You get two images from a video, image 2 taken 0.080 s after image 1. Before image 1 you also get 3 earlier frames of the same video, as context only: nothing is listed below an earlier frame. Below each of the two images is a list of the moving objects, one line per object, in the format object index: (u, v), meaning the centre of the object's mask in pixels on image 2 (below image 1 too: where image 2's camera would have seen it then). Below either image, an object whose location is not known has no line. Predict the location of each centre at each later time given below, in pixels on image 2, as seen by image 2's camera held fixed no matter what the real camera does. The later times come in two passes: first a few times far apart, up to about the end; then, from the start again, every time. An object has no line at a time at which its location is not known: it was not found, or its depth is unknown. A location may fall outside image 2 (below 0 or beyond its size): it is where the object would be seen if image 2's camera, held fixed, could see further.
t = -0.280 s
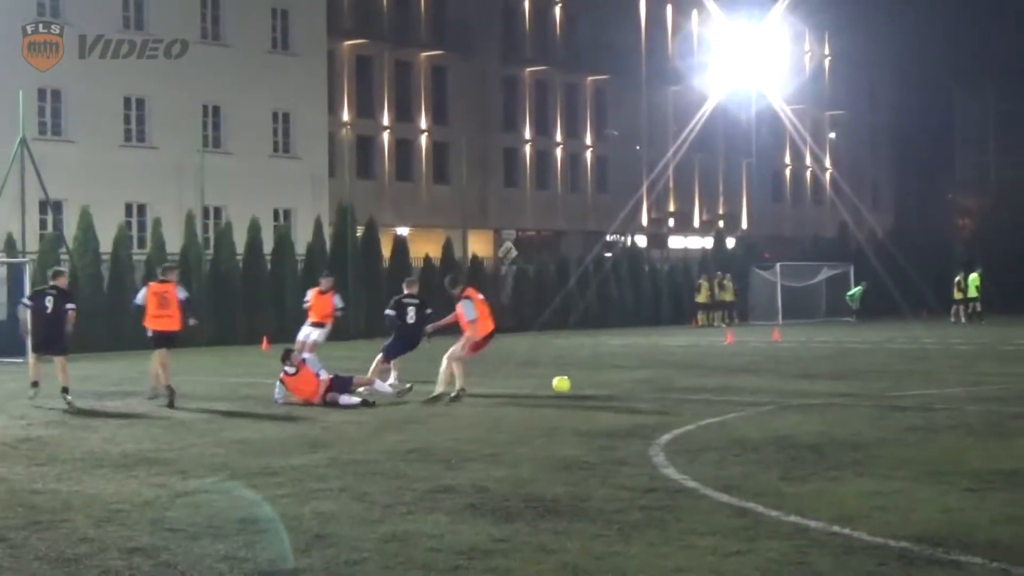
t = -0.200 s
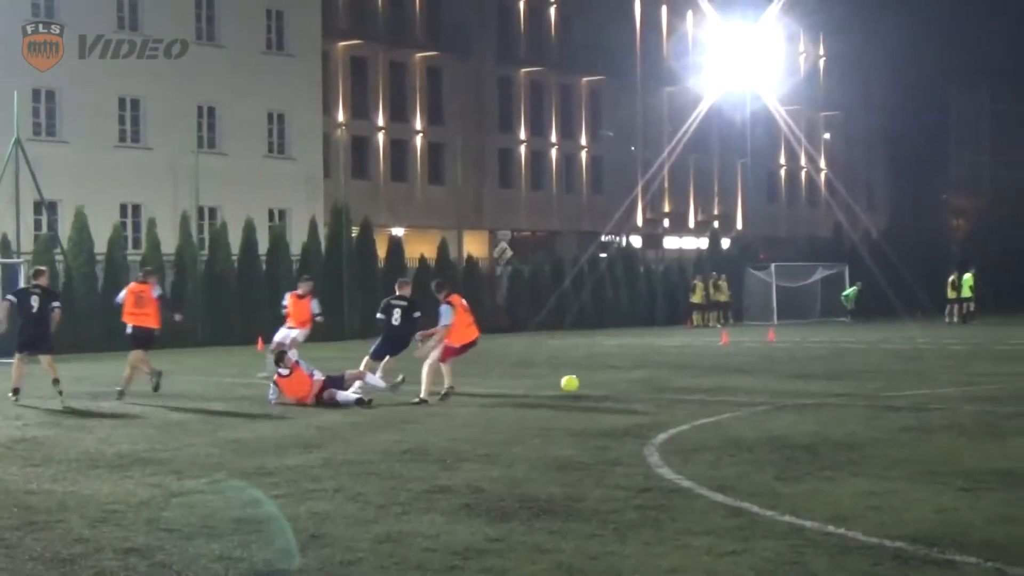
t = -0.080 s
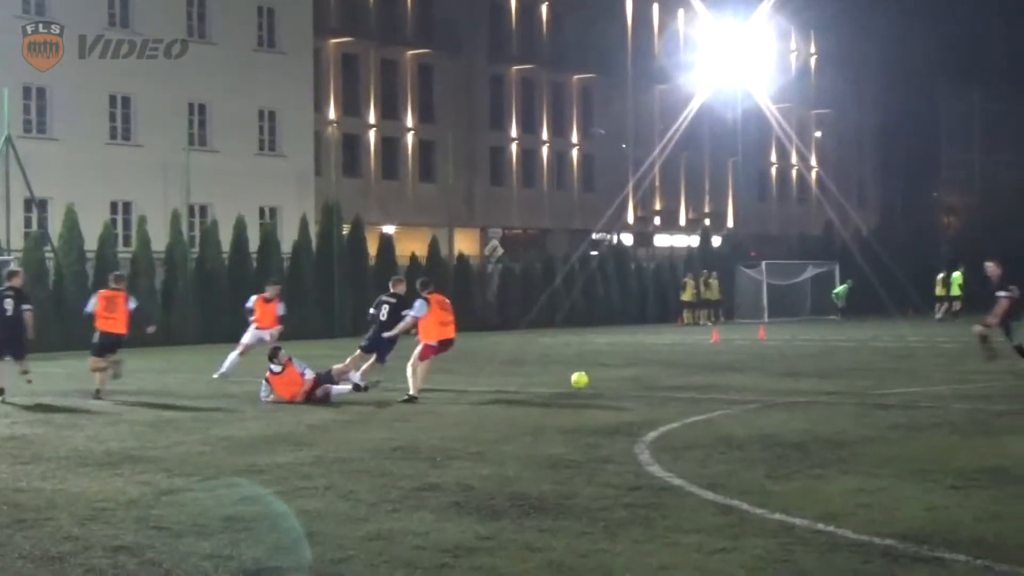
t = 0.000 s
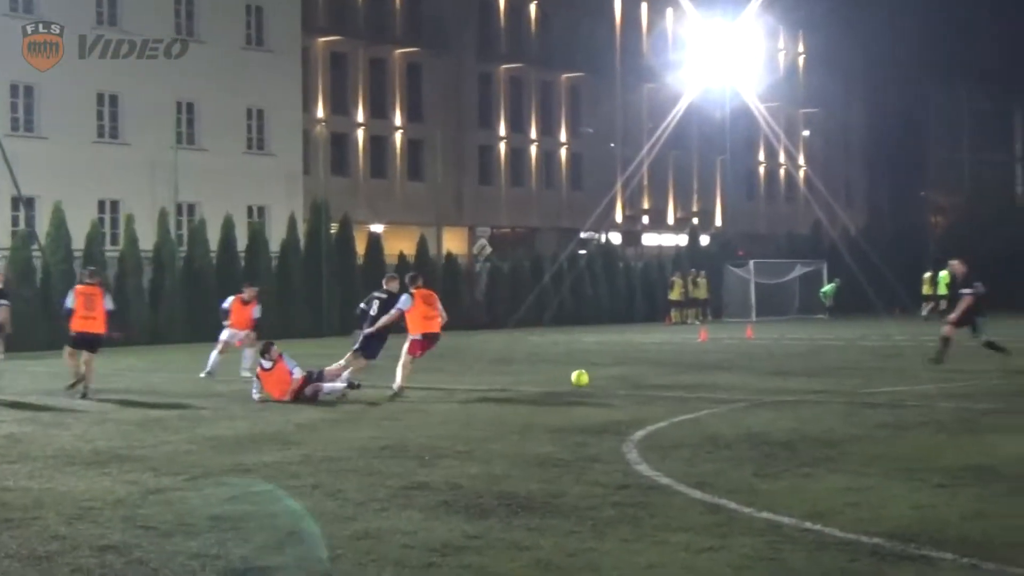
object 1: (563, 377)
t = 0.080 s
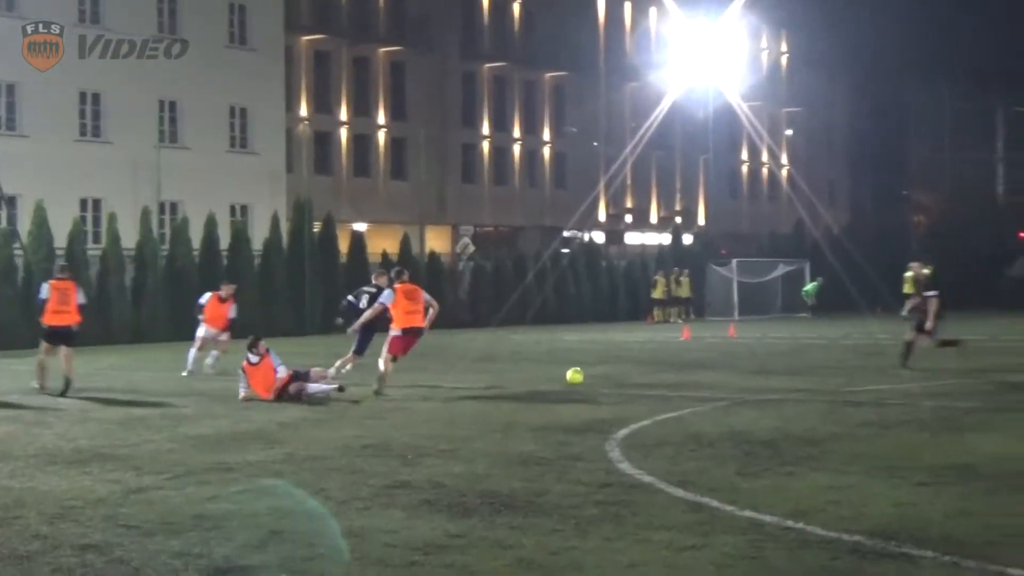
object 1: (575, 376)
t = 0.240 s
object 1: (598, 374)
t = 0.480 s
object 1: (628, 372)
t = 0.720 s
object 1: (656, 370)
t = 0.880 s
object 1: (672, 369)
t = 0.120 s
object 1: (581, 376)
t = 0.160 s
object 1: (586, 375)
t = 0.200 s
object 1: (592, 375)
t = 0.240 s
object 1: (598, 374)
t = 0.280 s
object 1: (603, 374)
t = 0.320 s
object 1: (608, 374)
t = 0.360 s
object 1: (613, 373)
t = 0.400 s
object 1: (618, 373)
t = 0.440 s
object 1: (623, 372)
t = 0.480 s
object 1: (628, 372)
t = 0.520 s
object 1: (633, 372)
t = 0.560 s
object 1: (638, 371)
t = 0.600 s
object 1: (642, 371)
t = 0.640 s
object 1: (647, 371)
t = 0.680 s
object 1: (651, 370)
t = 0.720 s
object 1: (656, 370)
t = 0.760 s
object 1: (660, 370)
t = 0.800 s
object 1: (664, 370)
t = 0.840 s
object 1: (668, 369)
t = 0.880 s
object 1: (672, 369)
